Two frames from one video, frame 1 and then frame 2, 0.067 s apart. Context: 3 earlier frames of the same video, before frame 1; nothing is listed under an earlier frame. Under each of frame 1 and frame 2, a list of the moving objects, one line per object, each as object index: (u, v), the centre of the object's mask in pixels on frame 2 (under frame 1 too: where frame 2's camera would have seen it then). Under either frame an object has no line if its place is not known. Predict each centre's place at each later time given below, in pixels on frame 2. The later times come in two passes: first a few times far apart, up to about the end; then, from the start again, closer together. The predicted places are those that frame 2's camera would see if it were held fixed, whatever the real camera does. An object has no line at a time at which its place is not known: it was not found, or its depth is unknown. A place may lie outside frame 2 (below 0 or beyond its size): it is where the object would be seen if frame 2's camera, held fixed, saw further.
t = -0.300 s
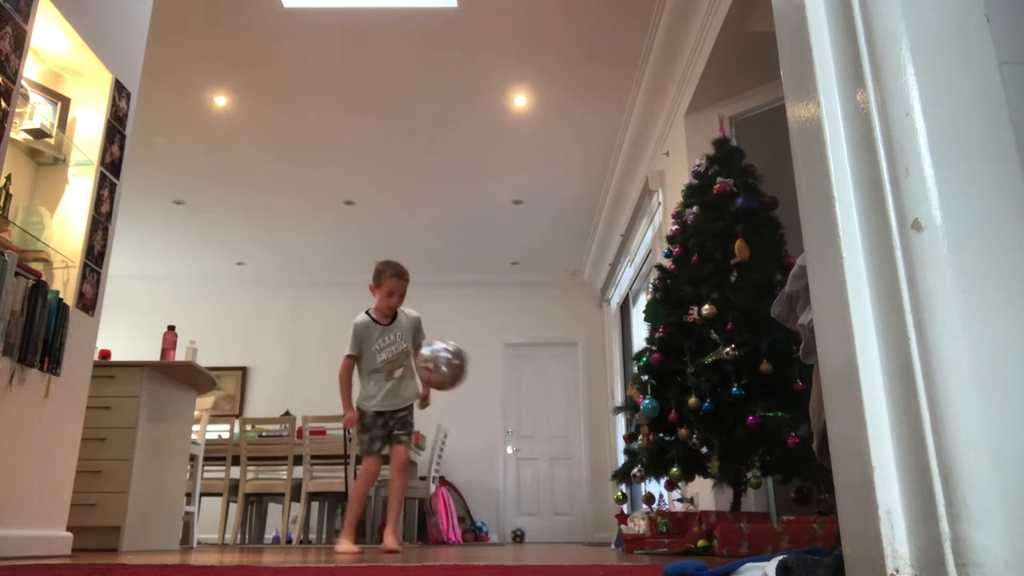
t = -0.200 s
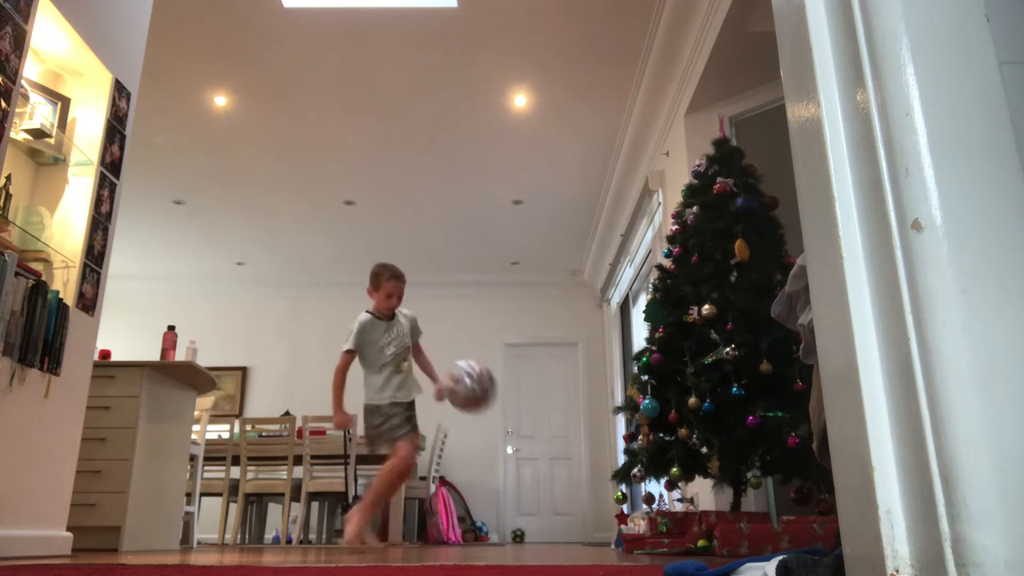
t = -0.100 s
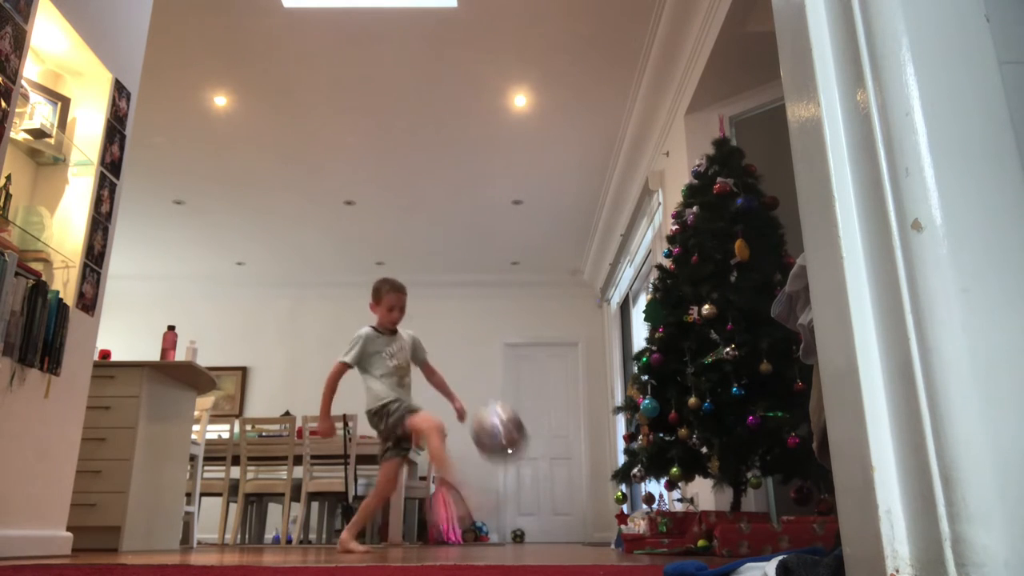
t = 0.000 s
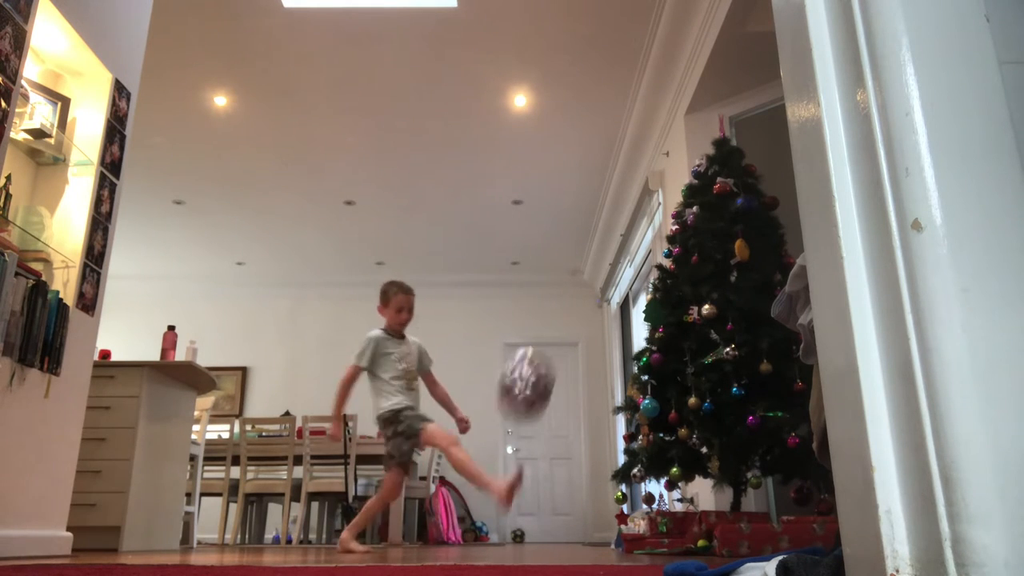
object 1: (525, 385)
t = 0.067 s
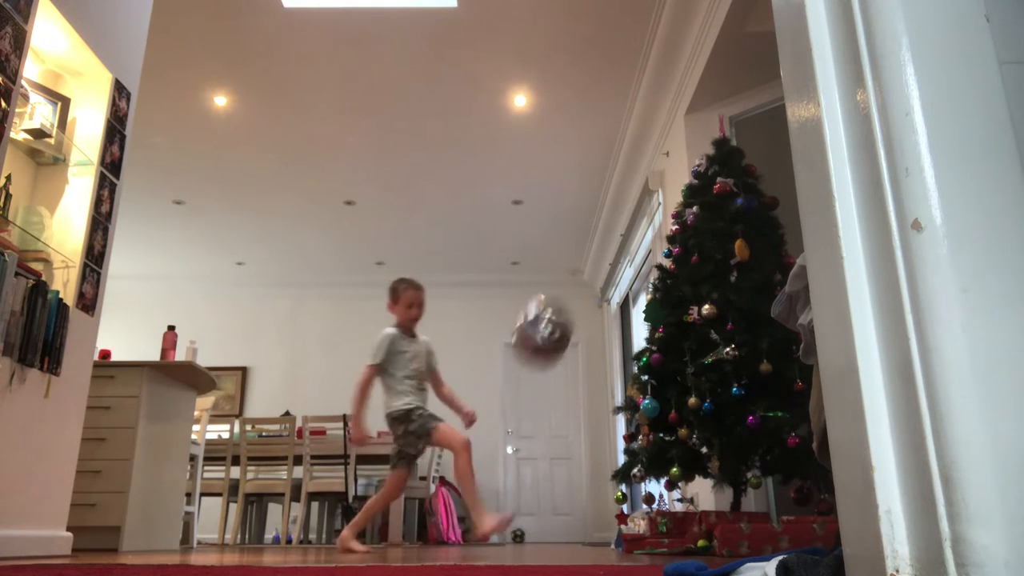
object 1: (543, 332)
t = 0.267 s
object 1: (607, 228)
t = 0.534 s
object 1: (757, 297)
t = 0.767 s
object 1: (805, 450)
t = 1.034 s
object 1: (786, 506)
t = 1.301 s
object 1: (749, 510)
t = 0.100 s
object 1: (552, 309)
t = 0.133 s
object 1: (562, 288)
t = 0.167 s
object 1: (571, 270)
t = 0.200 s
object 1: (583, 253)
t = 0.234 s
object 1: (594, 239)
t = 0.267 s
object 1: (607, 228)
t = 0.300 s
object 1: (622, 220)
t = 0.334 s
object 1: (637, 215)
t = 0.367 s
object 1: (654, 215)
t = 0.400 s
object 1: (679, 220)
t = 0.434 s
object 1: (700, 232)
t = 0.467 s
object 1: (726, 246)
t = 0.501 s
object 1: (740, 264)
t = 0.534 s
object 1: (757, 297)
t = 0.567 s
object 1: (777, 351)
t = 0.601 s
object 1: (797, 387)
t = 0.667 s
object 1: (824, 490)
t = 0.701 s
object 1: (820, 491)
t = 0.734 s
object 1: (812, 470)
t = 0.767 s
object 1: (805, 450)
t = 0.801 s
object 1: (798, 437)
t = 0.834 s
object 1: (794, 435)
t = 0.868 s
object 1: (792, 439)
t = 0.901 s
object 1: (789, 448)
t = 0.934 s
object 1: (790, 463)
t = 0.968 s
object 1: (790, 480)
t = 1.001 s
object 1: (789, 499)
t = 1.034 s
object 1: (786, 506)
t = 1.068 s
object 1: (783, 499)
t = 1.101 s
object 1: (777, 491)
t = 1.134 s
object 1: (771, 489)
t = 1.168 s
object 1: (766, 493)
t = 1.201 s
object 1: (762, 500)
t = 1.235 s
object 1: (757, 510)
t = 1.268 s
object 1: (753, 514)
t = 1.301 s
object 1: (749, 510)
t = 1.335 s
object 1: (745, 507)
